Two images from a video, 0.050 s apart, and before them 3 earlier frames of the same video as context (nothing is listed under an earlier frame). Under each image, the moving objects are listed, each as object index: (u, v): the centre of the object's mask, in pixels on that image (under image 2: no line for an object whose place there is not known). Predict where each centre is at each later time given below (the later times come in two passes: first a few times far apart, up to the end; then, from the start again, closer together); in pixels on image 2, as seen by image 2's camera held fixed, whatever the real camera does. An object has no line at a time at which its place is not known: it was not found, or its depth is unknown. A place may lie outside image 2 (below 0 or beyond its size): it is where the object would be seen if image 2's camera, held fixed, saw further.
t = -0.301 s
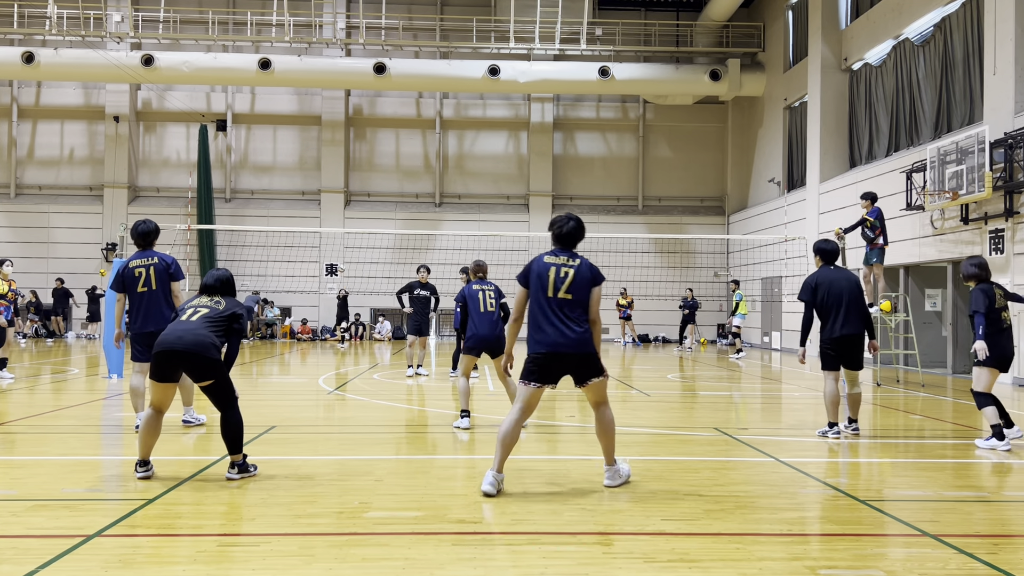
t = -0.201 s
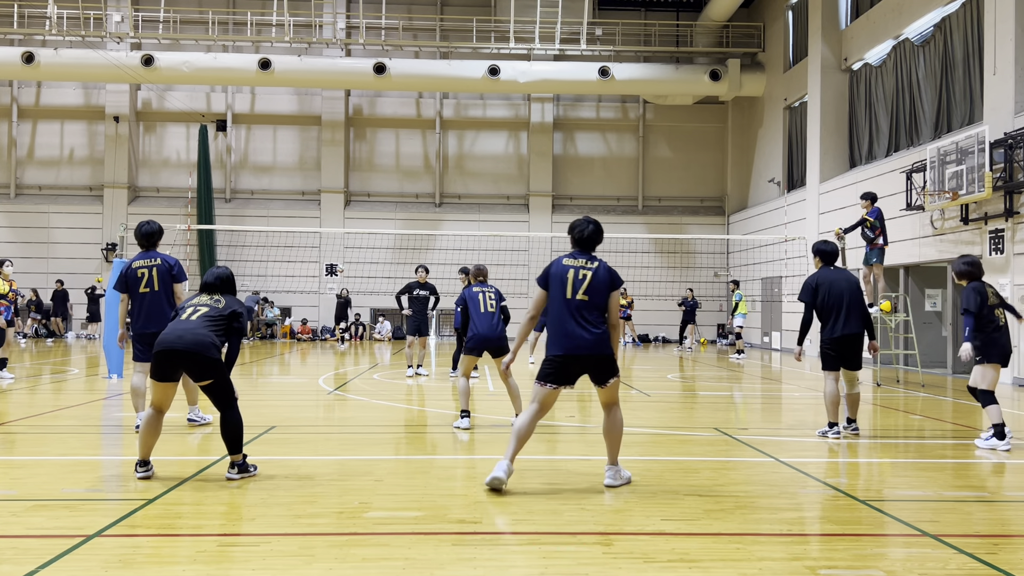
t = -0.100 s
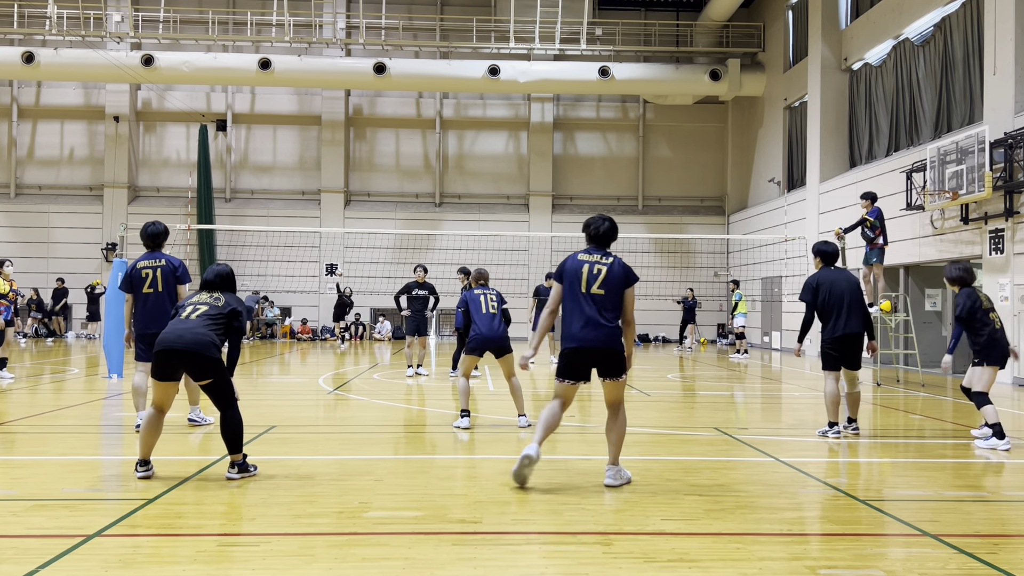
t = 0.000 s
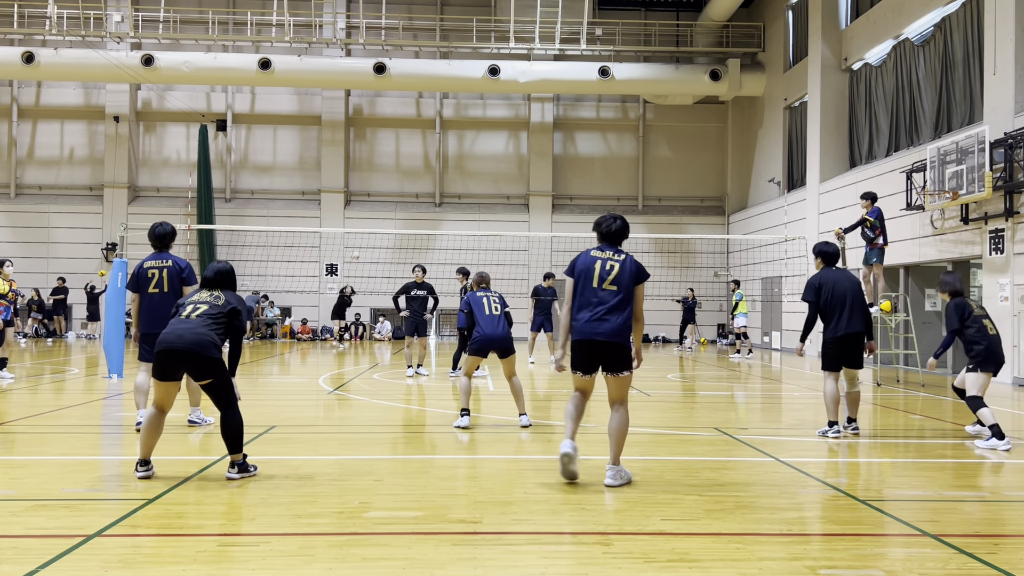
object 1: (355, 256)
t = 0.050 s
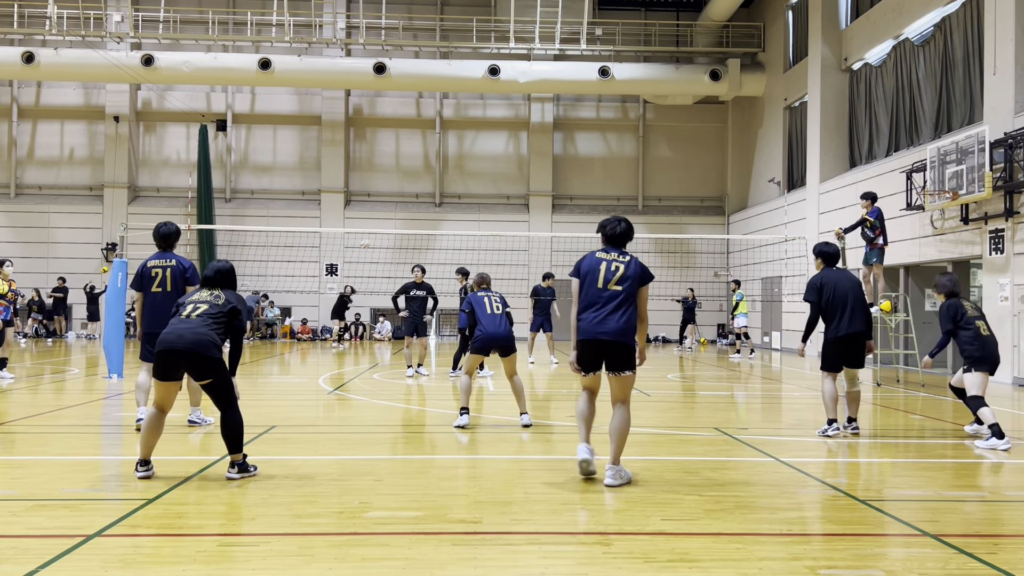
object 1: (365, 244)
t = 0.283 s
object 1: (421, 191)
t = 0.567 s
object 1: (517, 147)
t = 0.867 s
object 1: (681, 141)
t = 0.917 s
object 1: (718, 148)
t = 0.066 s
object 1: (367, 241)
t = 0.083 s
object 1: (372, 236)
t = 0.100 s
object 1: (376, 233)
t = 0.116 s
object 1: (380, 227)
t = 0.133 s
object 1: (384, 224)
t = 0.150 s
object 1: (388, 221)
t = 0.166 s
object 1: (391, 217)
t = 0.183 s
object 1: (396, 213)
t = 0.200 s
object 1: (399, 209)
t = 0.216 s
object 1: (403, 206)
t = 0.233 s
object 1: (408, 202)
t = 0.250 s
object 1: (412, 199)
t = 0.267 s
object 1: (416, 195)
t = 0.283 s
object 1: (421, 191)
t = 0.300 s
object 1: (426, 188)
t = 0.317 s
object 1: (430, 185)
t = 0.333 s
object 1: (436, 181)
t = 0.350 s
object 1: (440, 178)
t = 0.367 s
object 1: (445, 175)
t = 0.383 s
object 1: (451, 172)
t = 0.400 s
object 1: (456, 168)
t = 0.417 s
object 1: (461, 166)
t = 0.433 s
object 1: (468, 164)
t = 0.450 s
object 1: (473, 161)
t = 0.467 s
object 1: (479, 158)
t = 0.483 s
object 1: (485, 156)
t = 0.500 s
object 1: (491, 154)
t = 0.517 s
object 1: (497, 152)
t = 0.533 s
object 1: (504, 150)
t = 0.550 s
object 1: (510, 148)
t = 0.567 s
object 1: (517, 147)
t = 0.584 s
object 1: (525, 145)
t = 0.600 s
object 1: (532, 144)
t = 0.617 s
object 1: (538, 143)
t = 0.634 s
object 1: (547, 141)
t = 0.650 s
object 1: (554, 141)
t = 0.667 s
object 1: (561, 140)
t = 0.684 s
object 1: (571, 139)
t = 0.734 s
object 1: (597, 136)
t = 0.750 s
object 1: (606, 136)
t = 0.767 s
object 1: (615, 136)
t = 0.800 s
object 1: (636, 137)
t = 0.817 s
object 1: (646, 138)
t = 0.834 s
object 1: (658, 139)
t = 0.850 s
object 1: (669, 140)
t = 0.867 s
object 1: (681, 141)
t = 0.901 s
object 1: (706, 145)
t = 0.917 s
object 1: (718, 148)
